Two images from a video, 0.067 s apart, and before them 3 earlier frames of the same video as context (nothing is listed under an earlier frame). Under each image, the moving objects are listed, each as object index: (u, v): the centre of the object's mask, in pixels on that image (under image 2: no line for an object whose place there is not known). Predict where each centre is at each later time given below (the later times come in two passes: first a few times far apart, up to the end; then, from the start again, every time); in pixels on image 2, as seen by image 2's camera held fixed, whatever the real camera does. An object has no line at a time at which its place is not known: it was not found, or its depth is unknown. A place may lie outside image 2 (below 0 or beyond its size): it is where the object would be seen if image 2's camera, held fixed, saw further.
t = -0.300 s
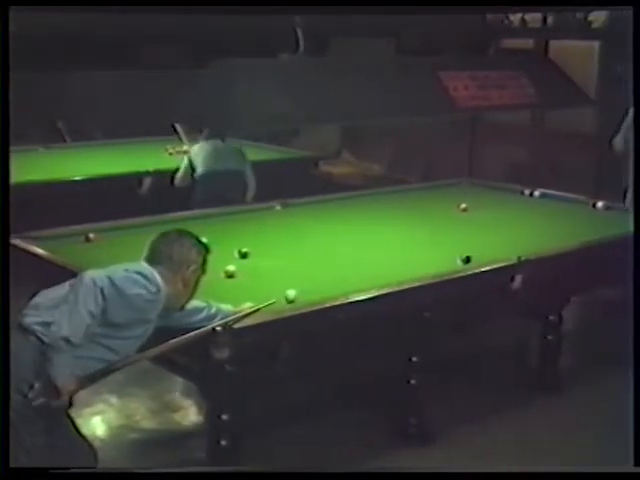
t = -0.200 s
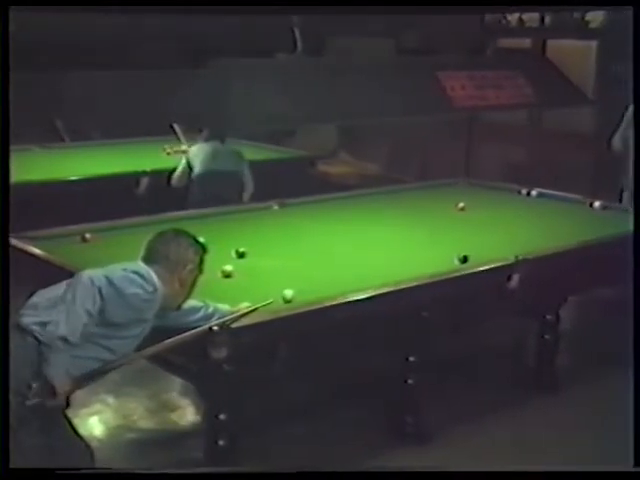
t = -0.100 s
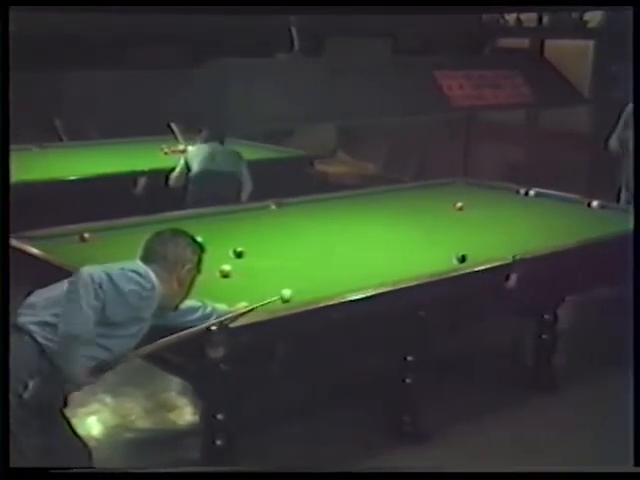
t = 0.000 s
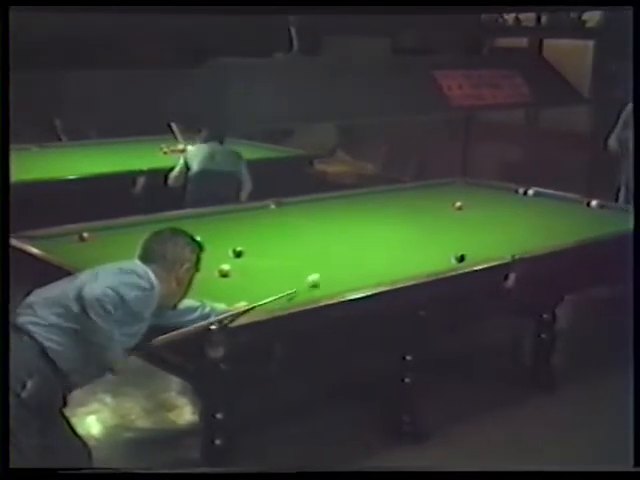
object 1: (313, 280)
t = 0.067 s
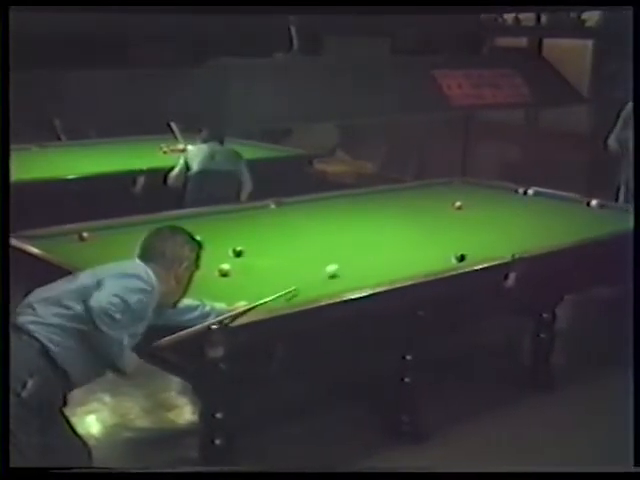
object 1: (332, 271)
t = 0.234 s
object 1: (373, 252)
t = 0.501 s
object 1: (417, 226)
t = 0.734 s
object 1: (451, 209)
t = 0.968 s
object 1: (484, 205)
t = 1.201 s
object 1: (517, 202)
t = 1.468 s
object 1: (552, 199)
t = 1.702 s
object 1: (557, 200)
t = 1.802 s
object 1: (553, 201)
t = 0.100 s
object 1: (341, 267)
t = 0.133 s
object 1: (352, 262)
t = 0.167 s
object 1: (356, 261)
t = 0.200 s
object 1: (365, 256)
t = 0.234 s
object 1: (373, 252)
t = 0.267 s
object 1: (378, 249)
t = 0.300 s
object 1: (385, 246)
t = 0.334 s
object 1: (392, 241)
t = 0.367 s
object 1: (396, 240)
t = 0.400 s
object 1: (402, 234)
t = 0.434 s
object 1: (409, 231)
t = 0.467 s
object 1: (412, 229)
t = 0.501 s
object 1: (417, 226)
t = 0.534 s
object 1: (424, 223)
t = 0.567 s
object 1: (427, 221)
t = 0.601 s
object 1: (432, 218)
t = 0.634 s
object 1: (438, 216)
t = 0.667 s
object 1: (440, 215)
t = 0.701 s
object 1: (446, 212)
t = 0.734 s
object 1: (451, 209)
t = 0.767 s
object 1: (454, 207)
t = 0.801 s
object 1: (457, 205)
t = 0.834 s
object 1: (464, 205)
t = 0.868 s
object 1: (468, 205)
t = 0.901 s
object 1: (474, 205)
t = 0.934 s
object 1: (482, 205)
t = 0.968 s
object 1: (484, 205)
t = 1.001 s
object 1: (490, 204)
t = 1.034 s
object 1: (496, 204)
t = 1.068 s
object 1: (499, 203)
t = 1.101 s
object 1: (504, 203)
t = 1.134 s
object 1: (510, 203)
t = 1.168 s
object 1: (512, 202)
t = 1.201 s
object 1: (517, 202)
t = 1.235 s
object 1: (523, 201)
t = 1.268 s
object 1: (526, 201)
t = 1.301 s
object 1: (531, 200)
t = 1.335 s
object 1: (537, 200)
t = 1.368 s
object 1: (539, 200)
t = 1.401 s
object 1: (544, 200)
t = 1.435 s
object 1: (549, 199)
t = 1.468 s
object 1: (552, 199)
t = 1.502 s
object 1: (556, 198)
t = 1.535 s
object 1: (561, 198)
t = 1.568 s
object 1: (562, 198)
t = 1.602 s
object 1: (563, 198)
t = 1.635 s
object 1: (561, 199)
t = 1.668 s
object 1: (560, 199)
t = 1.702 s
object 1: (557, 200)
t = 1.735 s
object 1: (556, 200)
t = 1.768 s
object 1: (554, 200)
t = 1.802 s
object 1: (553, 201)
